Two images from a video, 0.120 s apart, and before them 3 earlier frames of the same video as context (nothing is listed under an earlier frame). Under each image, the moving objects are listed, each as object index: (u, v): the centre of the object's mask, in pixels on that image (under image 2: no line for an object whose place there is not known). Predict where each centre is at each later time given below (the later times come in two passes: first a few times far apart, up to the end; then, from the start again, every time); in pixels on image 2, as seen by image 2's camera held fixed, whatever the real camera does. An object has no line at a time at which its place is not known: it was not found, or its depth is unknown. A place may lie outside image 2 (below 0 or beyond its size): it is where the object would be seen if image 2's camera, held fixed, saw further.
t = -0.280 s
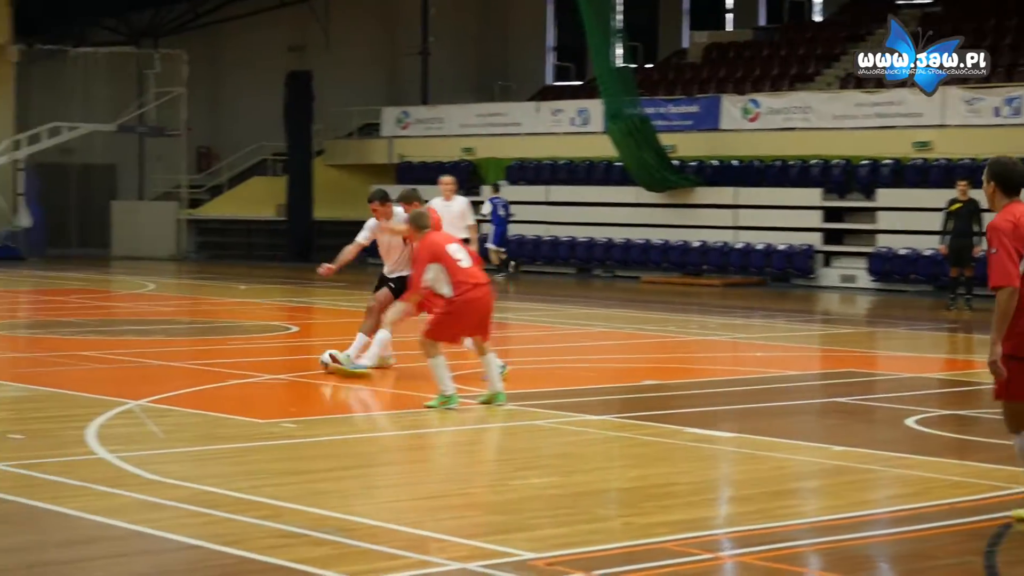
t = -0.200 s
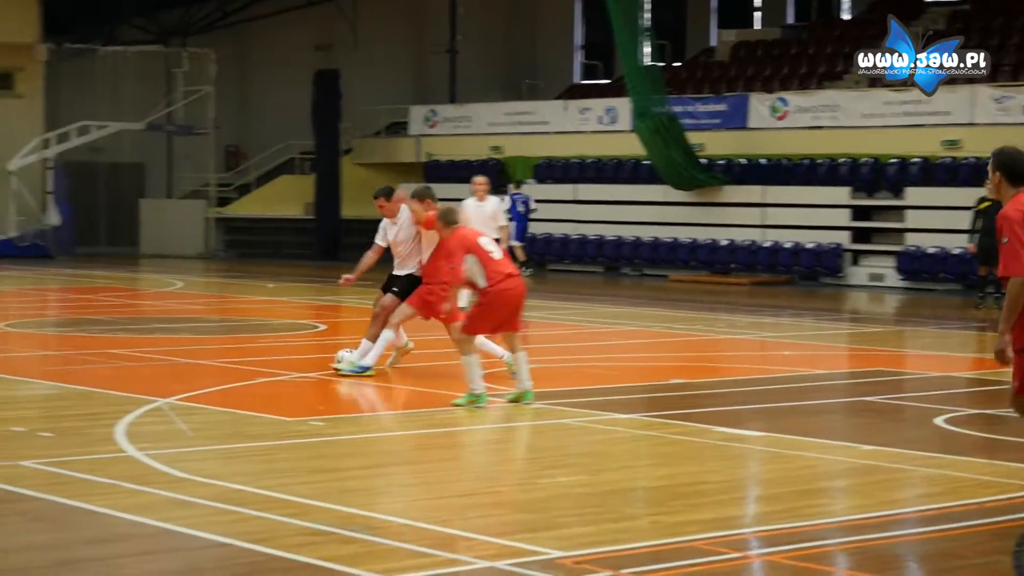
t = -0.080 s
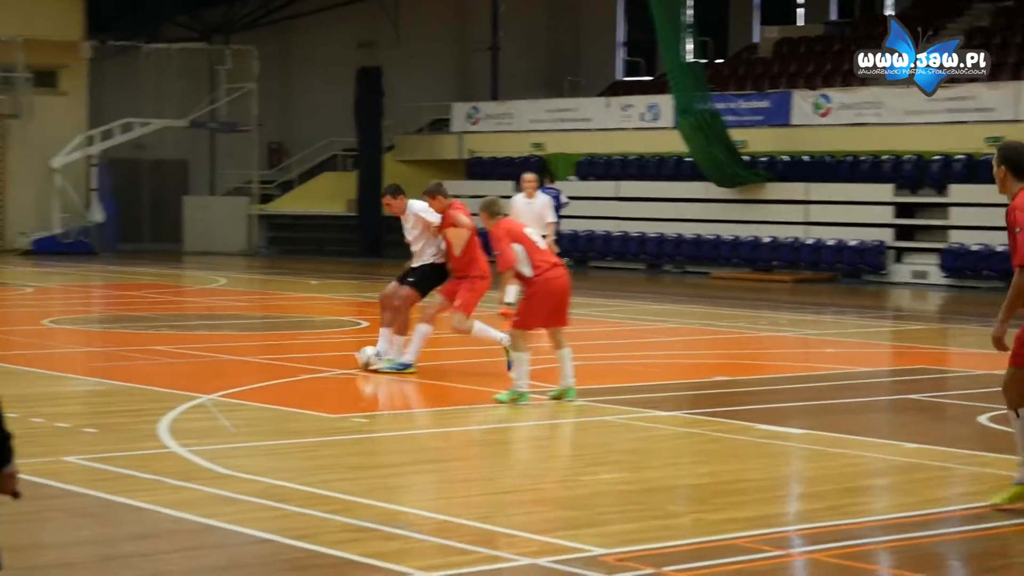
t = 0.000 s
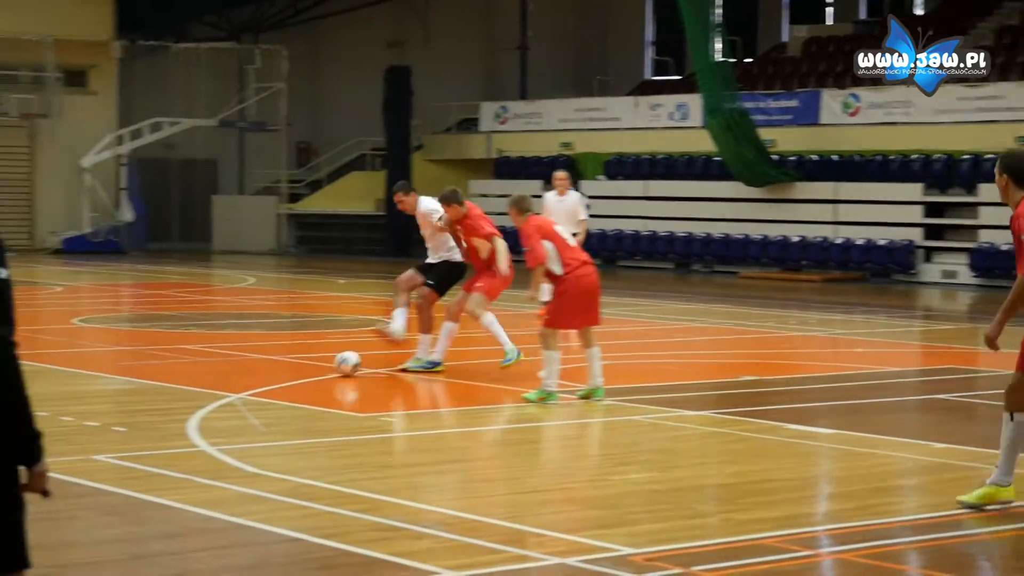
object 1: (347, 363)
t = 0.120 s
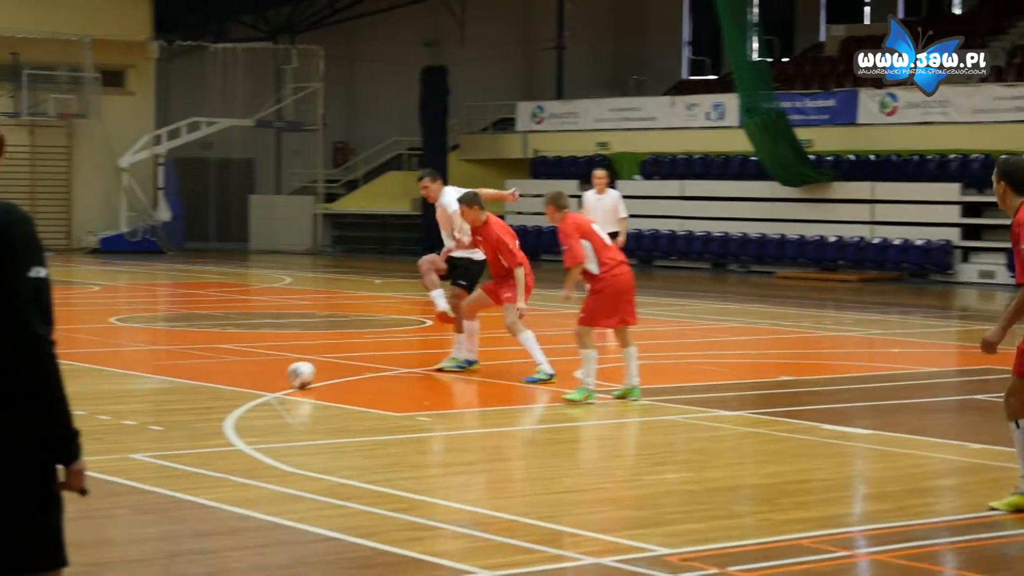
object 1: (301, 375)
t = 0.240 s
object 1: (214, 387)
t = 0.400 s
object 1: (87, 404)
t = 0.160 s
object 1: (273, 379)
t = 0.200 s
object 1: (244, 382)
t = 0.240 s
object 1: (214, 387)
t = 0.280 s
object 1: (184, 391)
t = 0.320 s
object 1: (152, 396)
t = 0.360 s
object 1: (119, 400)
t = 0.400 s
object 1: (87, 404)
